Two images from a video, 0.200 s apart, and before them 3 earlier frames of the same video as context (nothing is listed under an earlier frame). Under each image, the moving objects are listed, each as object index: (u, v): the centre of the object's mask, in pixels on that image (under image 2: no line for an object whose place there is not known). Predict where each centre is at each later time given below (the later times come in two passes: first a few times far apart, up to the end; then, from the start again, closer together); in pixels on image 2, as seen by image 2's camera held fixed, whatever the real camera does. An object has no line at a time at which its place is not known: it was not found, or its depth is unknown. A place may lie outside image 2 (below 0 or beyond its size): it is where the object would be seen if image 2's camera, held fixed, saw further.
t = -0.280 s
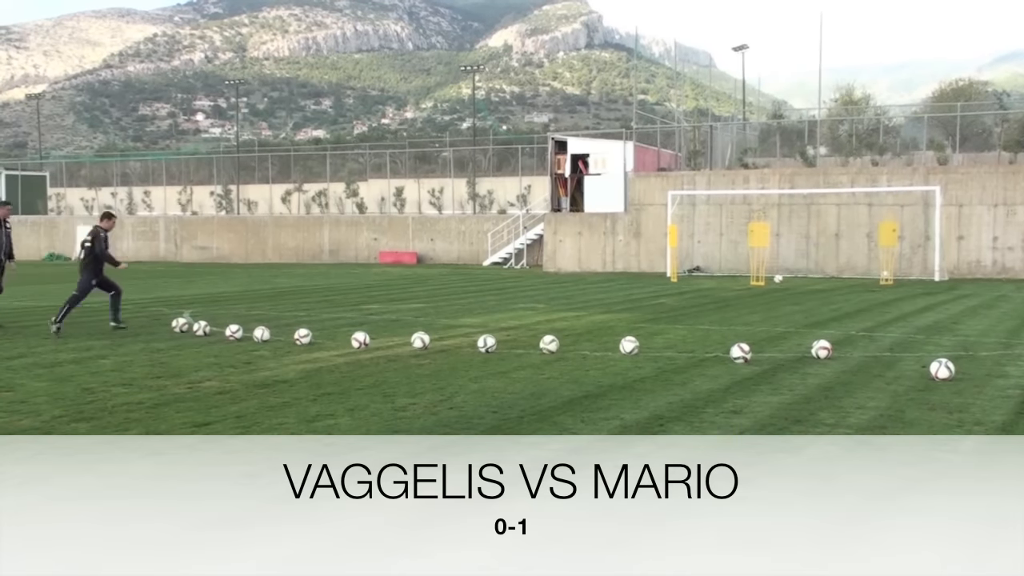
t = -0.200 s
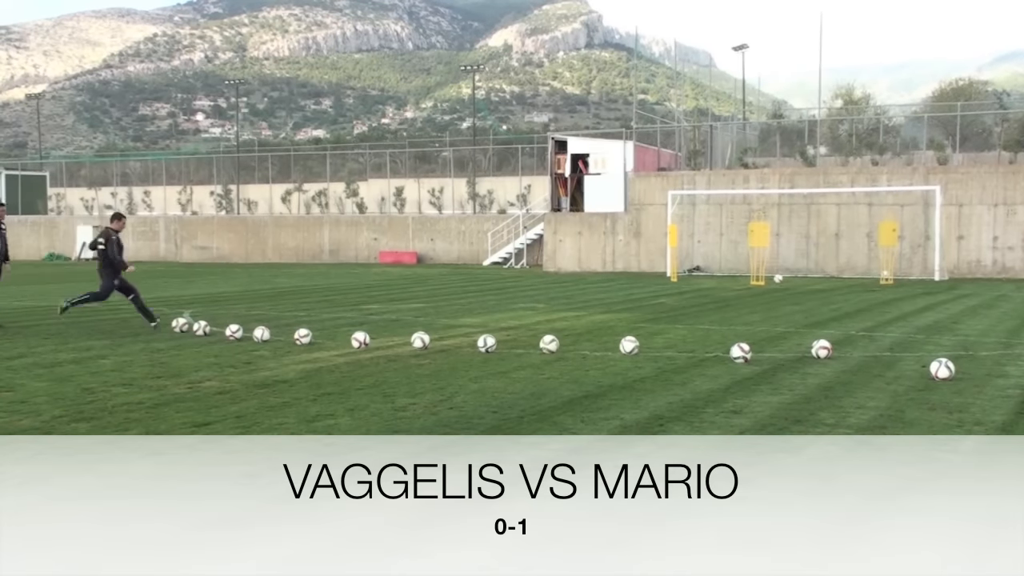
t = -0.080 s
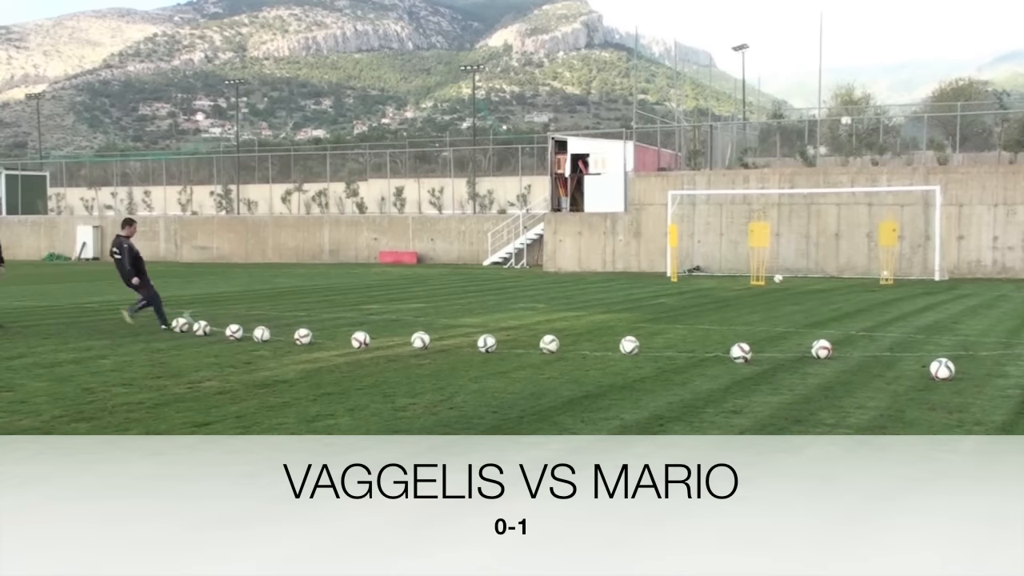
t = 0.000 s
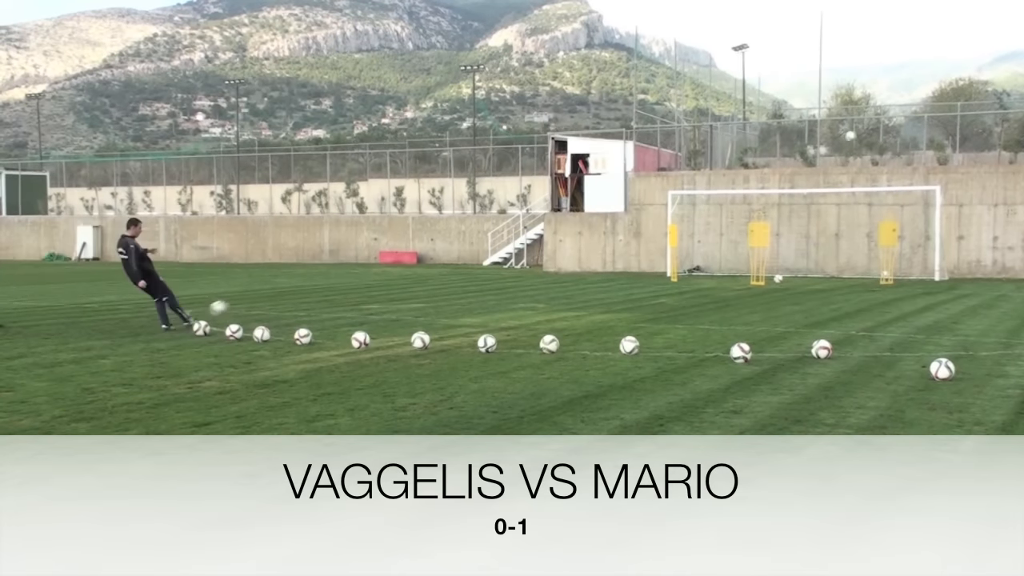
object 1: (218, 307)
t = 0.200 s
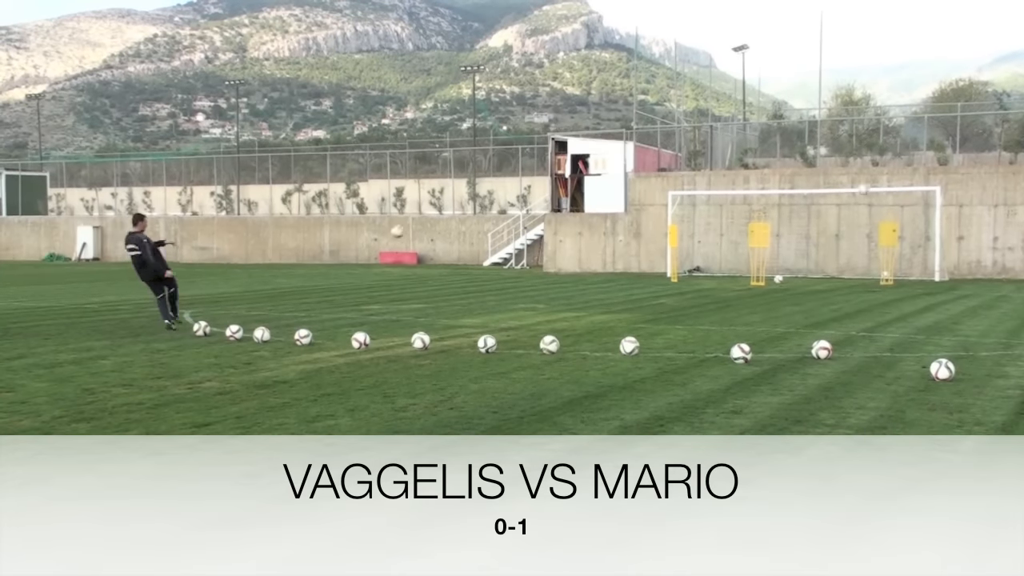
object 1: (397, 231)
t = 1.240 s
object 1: (755, 166)
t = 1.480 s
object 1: (753, 172)
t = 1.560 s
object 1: (747, 178)
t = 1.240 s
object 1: (755, 166)
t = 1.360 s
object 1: (759, 169)
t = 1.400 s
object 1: (756, 169)
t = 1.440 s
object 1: (755, 170)
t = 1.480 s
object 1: (753, 172)
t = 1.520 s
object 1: (750, 174)
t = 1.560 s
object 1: (747, 178)
